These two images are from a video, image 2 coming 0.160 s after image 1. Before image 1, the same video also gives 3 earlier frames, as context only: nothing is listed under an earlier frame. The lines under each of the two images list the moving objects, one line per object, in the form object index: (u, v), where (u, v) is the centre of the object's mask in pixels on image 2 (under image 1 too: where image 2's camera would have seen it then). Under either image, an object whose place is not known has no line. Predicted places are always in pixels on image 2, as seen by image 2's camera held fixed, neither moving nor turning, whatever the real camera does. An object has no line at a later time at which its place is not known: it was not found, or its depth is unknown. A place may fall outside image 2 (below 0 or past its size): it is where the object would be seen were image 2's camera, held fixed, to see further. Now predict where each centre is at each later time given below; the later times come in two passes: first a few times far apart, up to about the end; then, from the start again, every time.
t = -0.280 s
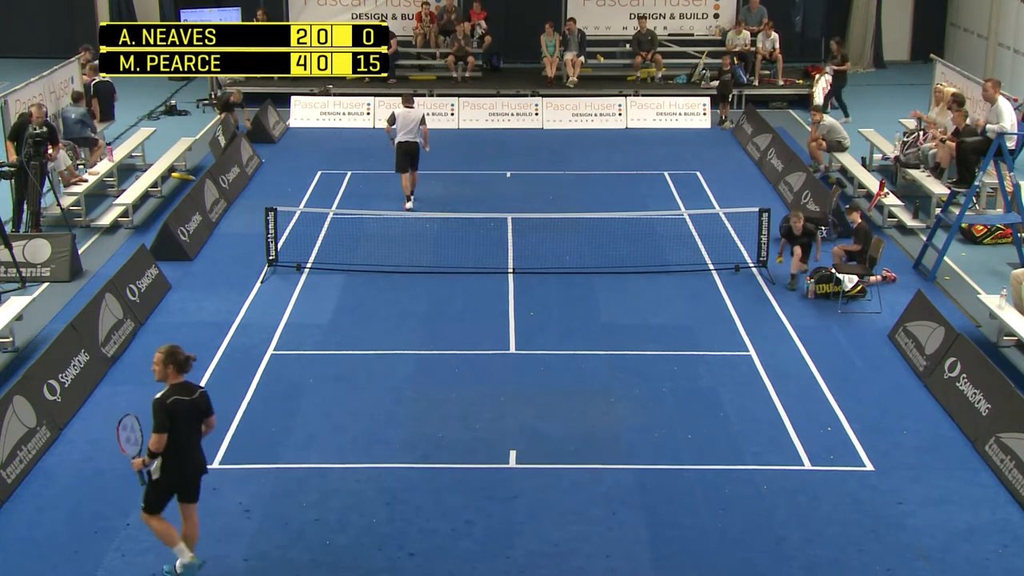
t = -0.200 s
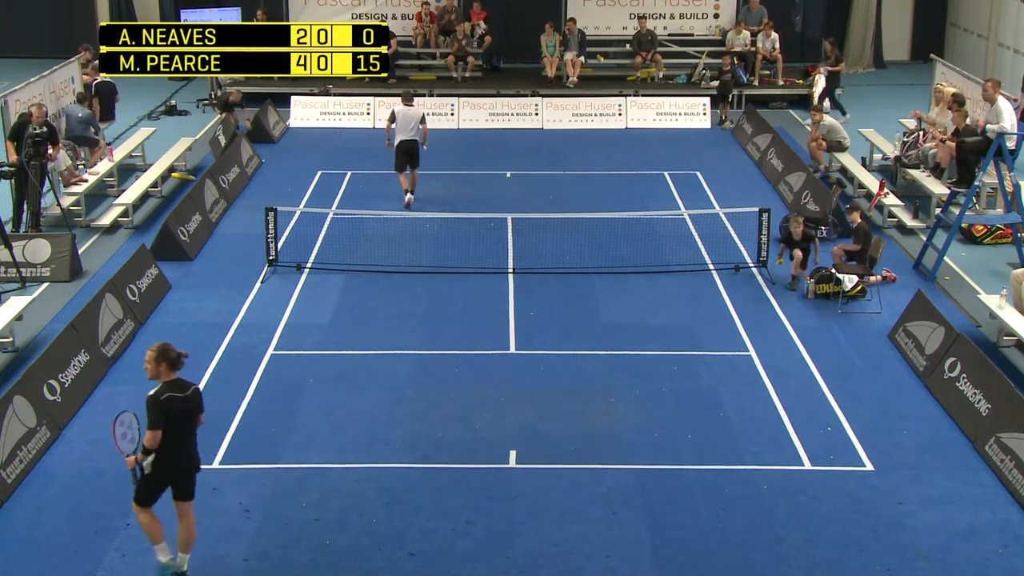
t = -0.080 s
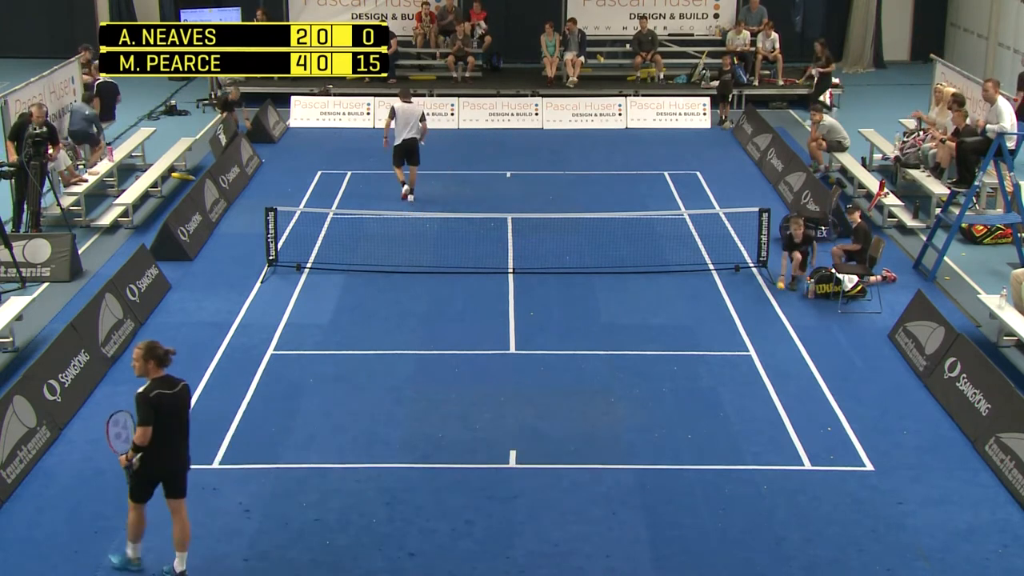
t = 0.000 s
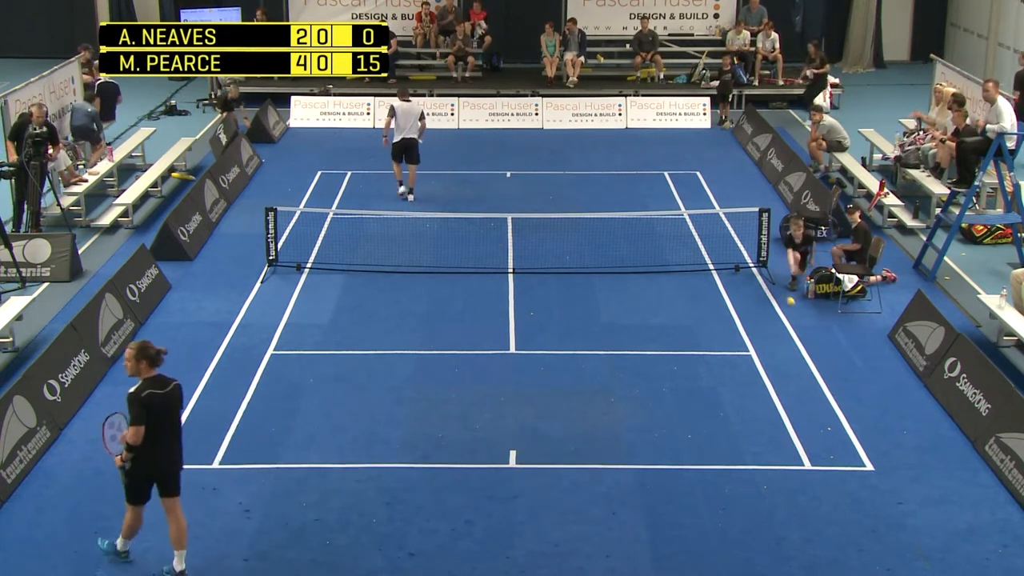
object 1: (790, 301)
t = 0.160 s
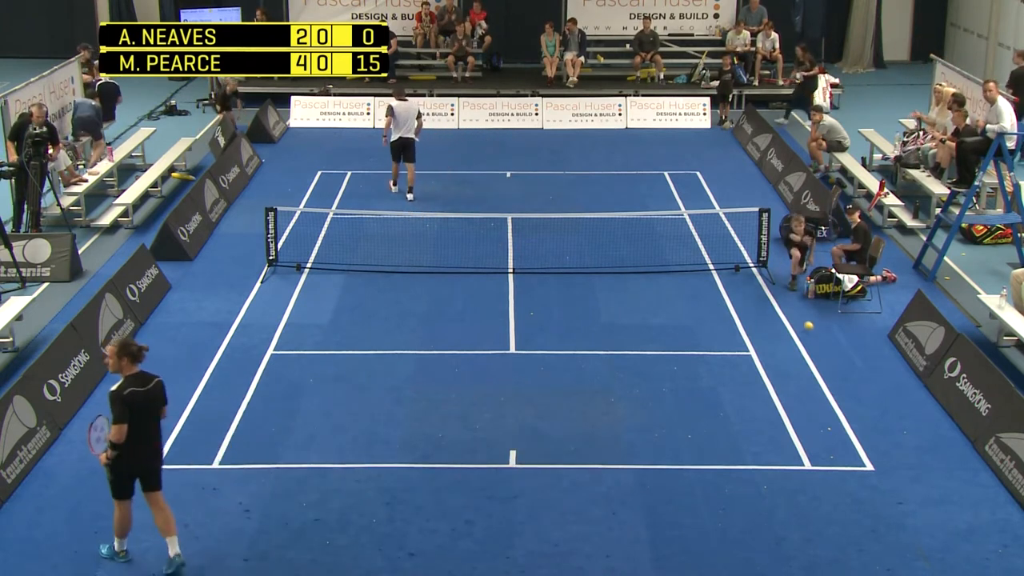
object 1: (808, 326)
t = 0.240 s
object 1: (817, 338)
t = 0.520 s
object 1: (851, 386)
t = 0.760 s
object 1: (882, 429)
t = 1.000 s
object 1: (916, 475)
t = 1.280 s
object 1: (958, 532)
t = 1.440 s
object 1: (984, 567)
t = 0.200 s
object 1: (813, 334)
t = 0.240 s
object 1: (817, 338)
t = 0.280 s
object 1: (822, 343)
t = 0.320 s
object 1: (827, 351)
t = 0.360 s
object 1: (831, 359)
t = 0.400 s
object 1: (836, 365)
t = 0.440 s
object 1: (841, 371)
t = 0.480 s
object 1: (846, 379)
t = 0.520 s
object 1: (851, 386)
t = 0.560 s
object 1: (856, 393)
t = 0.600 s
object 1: (861, 400)
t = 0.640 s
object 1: (866, 407)
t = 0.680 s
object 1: (872, 414)
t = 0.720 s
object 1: (877, 421)
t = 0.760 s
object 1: (882, 429)
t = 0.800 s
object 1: (888, 435)
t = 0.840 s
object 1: (893, 444)
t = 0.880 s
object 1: (899, 451)
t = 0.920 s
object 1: (905, 459)
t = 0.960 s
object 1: (910, 467)
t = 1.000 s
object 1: (916, 475)
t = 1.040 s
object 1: (922, 482)
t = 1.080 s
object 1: (927, 490)
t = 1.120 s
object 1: (933, 499)
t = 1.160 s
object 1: (939, 507)
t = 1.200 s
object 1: (945, 515)
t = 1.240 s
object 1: (951, 524)
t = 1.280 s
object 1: (958, 532)
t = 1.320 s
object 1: (964, 541)
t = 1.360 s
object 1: (971, 549)
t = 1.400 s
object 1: (977, 558)
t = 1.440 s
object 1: (984, 567)
